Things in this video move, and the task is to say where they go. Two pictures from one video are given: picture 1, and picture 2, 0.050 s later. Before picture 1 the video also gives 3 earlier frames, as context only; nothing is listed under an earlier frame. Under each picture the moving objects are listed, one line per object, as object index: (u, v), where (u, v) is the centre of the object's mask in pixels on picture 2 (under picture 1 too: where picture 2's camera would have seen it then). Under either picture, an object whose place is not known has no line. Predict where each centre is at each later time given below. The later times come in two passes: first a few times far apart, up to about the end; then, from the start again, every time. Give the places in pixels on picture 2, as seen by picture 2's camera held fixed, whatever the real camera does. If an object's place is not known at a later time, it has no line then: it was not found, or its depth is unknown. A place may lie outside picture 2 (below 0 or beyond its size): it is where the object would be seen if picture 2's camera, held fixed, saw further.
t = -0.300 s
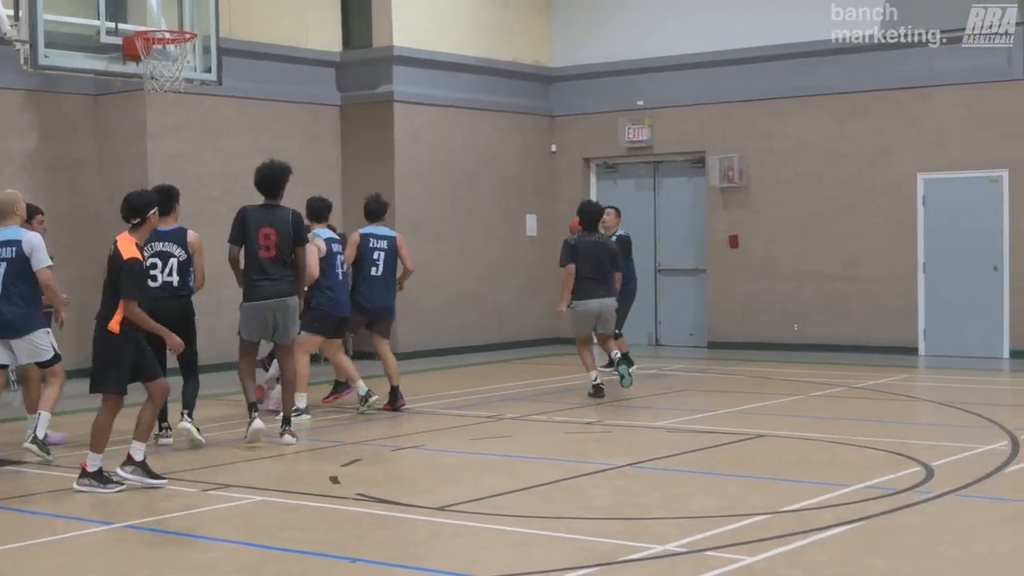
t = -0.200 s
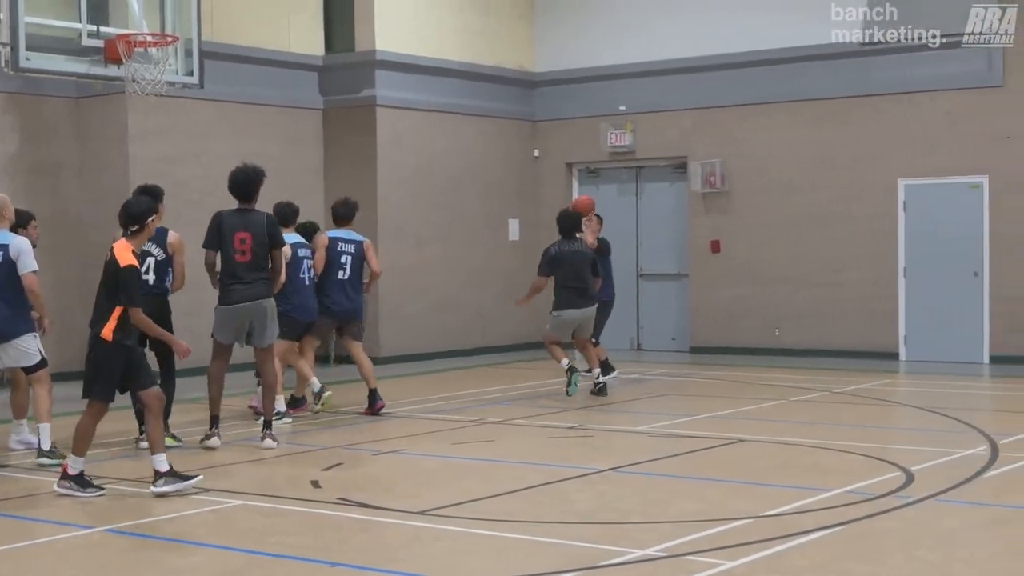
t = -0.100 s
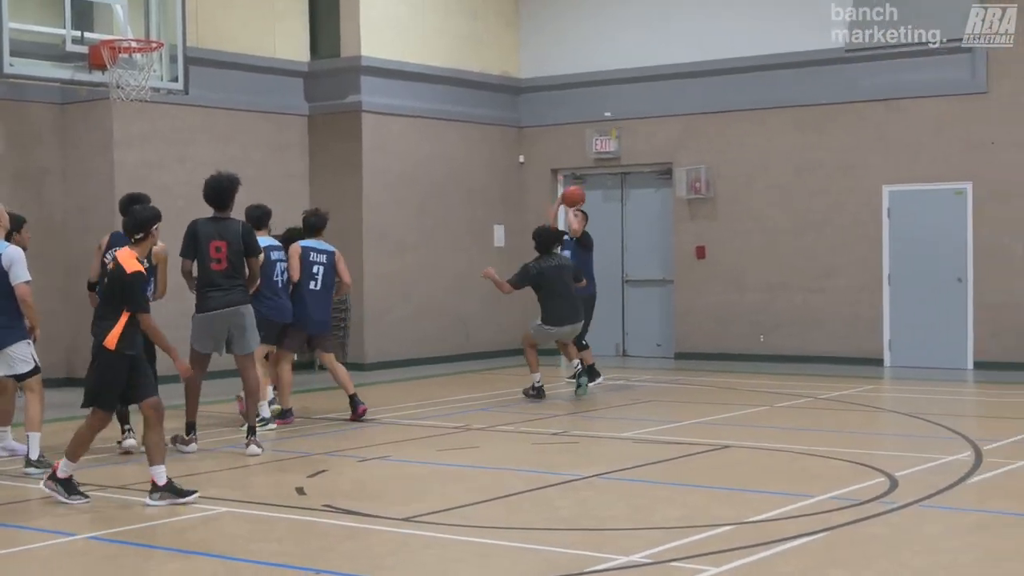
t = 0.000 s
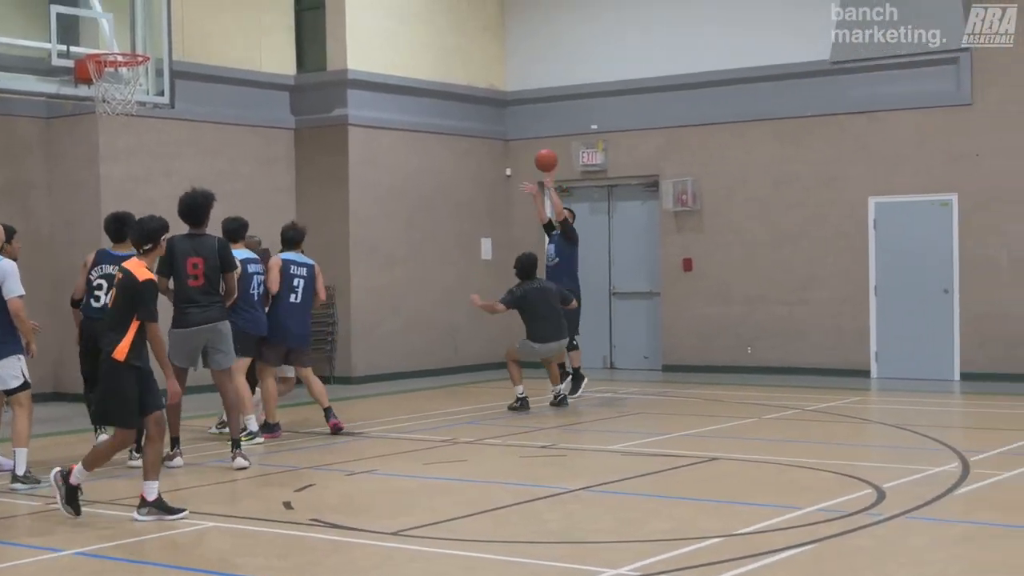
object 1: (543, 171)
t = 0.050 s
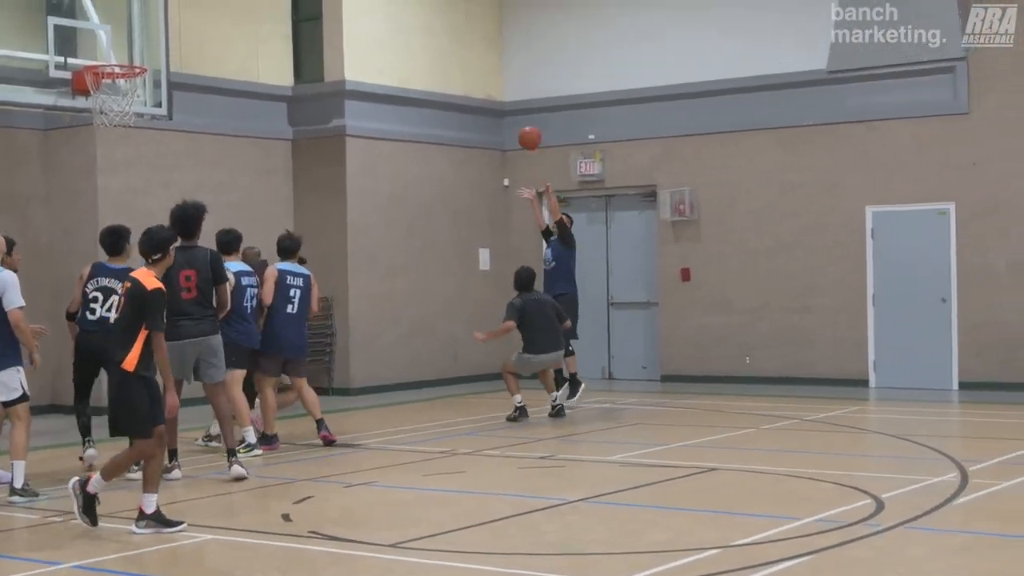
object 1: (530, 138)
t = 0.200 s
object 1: (487, 51)
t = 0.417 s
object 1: (422, -43)
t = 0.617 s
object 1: (359, -92)
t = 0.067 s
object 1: (525, 127)
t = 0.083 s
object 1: (521, 117)
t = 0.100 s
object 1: (515, 107)
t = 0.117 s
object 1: (511, 97)
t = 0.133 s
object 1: (506, 87)
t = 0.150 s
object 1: (501, 78)
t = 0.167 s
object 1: (496, 69)
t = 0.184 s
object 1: (492, 60)
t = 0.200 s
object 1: (487, 51)
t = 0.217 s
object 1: (482, 42)
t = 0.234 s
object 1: (477, 34)
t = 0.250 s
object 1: (472, 26)
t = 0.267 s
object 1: (467, 18)
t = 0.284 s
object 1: (462, 10)
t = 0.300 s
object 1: (457, 2)
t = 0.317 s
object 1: (452, -5)
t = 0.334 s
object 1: (447, -12)
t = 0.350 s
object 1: (442, -19)
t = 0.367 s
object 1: (438, -25)
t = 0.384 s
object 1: (432, -31)
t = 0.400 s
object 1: (427, -37)
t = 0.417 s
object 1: (422, -43)
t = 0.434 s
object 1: (417, -49)
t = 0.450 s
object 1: (412, -54)
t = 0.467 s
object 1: (407, -59)
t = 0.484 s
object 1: (401, -64)
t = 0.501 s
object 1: (396, -68)
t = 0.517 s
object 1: (391, -73)
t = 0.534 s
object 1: (386, -77)
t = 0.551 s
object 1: (380, -80)
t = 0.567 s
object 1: (375, -84)
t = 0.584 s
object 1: (370, -87)
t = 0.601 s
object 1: (364, -89)
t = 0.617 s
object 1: (359, -92)
